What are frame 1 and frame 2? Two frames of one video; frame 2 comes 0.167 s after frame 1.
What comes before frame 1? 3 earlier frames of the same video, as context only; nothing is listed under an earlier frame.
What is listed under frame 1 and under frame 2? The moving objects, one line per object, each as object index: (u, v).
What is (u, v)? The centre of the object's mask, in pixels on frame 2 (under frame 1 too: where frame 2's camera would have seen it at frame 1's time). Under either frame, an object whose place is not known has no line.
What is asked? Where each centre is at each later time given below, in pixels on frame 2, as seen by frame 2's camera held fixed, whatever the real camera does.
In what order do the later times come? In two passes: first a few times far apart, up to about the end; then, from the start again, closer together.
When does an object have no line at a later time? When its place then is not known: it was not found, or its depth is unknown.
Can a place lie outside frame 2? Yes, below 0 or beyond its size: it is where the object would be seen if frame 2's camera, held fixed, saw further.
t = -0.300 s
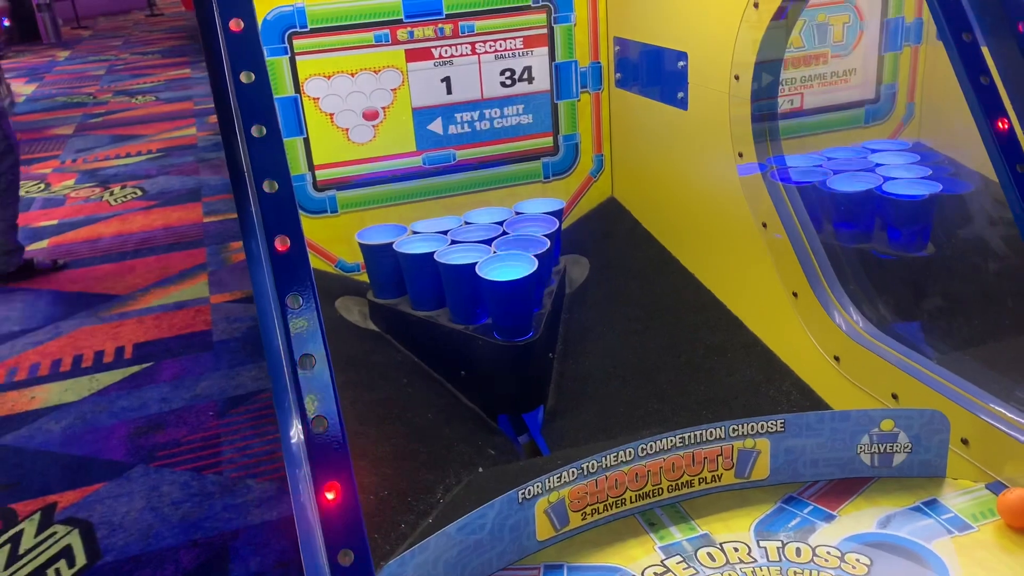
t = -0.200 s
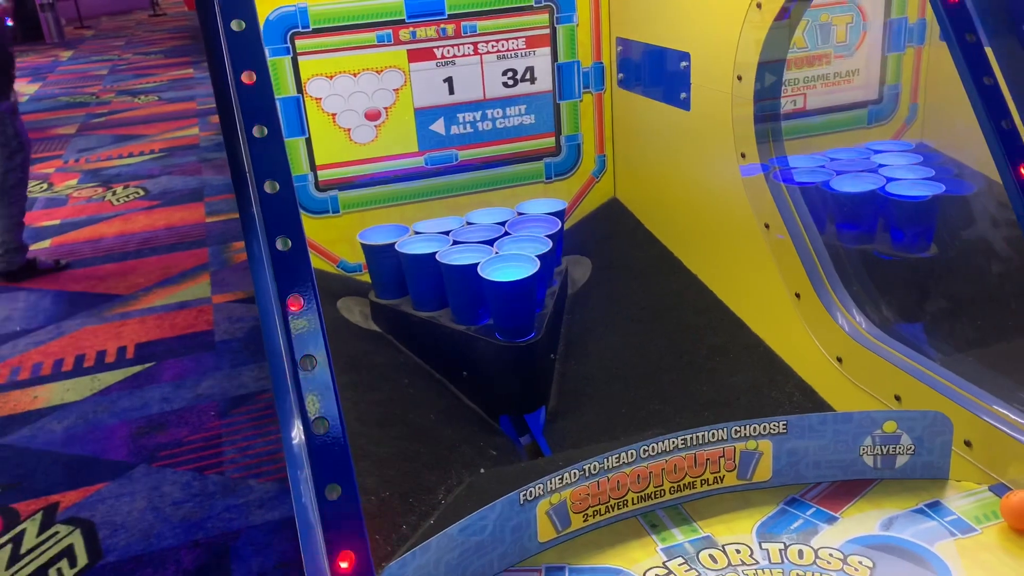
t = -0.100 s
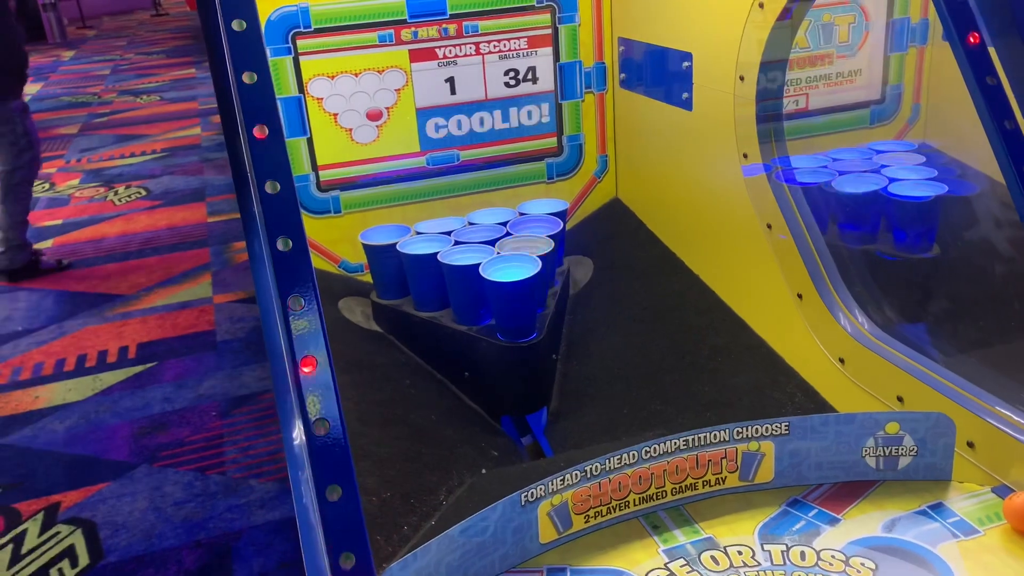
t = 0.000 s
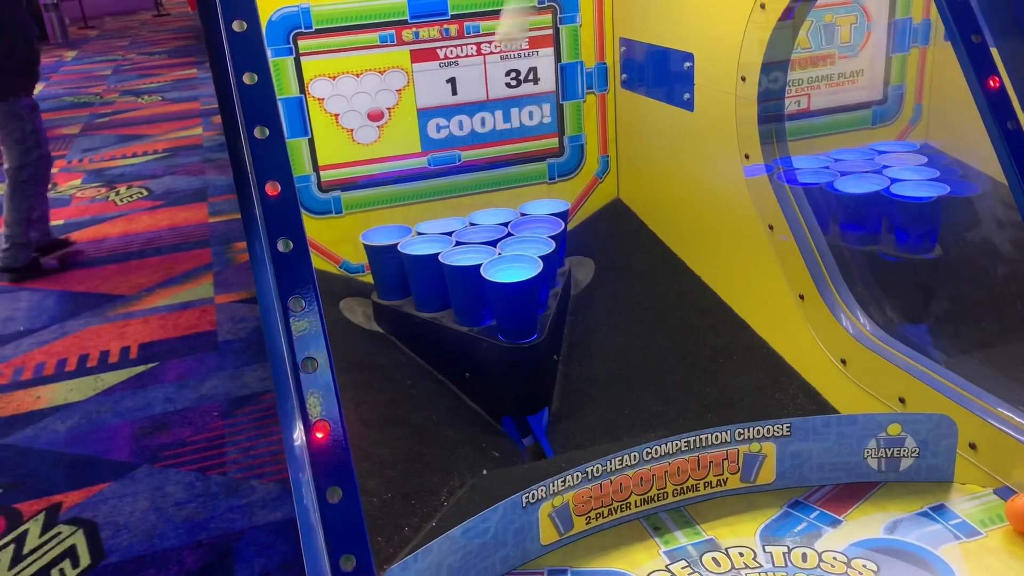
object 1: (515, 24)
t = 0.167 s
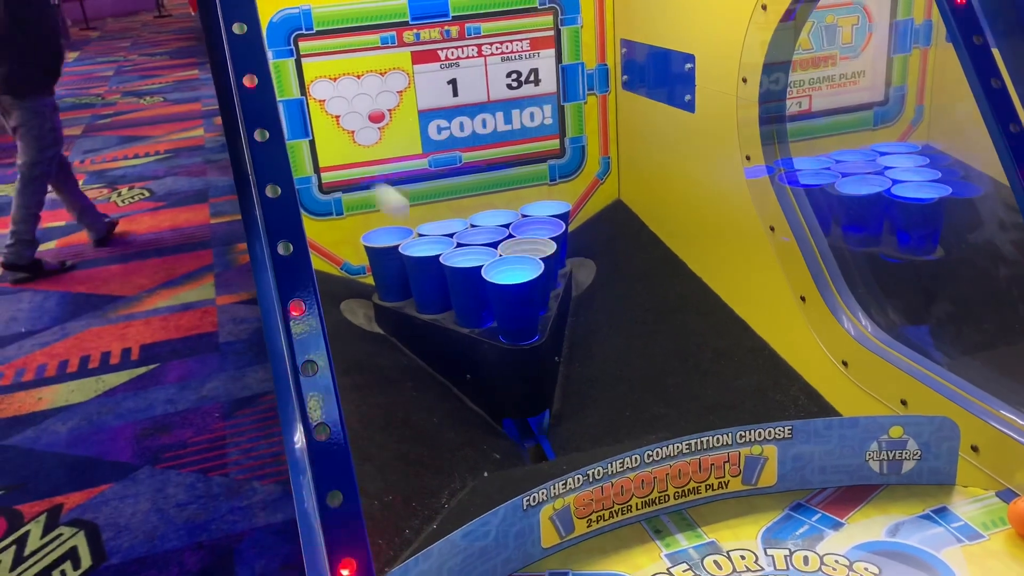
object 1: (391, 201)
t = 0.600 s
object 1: (572, 248)
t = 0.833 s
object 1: (770, 342)
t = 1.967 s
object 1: (622, 452)
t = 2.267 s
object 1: (557, 450)
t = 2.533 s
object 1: (483, 416)
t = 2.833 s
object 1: (496, 423)
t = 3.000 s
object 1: (538, 454)
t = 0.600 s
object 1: (572, 248)
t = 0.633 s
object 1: (609, 255)
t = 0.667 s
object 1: (646, 268)
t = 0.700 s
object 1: (686, 288)
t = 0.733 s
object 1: (725, 315)
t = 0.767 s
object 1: (762, 346)
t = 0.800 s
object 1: (769, 344)
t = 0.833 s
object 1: (770, 342)
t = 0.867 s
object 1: (771, 346)
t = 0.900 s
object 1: (771, 357)
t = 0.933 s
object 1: (771, 376)
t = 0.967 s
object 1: (771, 401)
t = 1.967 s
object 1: (622, 452)
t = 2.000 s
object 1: (615, 451)
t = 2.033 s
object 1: (609, 450)
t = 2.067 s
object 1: (602, 449)
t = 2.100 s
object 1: (595, 446)
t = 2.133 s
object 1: (587, 442)
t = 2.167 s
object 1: (580, 439)
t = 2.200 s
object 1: (572, 439)
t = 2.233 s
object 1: (566, 445)
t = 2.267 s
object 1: (557, 450)
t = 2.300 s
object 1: (542, 445)
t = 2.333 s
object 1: (526, 442)
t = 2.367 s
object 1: (514, 436)
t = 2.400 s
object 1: (506, 427)
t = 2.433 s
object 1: (498, 425)
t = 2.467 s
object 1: (492, 420)
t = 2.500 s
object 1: (487, 418)
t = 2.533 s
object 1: (483, 416)
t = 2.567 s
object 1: (481, 414)
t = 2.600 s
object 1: (480, 413)
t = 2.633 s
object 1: (479, 413)
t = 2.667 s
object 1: (480, 412)
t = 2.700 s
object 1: (483, 413)
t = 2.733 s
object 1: (486, 414)
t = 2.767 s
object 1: (488, 416)
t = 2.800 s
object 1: (491, 419)
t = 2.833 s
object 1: (496, 423)
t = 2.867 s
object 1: (501, 428)
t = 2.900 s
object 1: (508, 434)
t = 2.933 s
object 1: (517, 440)
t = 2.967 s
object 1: (528, 447)
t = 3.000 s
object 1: (538, 454)
